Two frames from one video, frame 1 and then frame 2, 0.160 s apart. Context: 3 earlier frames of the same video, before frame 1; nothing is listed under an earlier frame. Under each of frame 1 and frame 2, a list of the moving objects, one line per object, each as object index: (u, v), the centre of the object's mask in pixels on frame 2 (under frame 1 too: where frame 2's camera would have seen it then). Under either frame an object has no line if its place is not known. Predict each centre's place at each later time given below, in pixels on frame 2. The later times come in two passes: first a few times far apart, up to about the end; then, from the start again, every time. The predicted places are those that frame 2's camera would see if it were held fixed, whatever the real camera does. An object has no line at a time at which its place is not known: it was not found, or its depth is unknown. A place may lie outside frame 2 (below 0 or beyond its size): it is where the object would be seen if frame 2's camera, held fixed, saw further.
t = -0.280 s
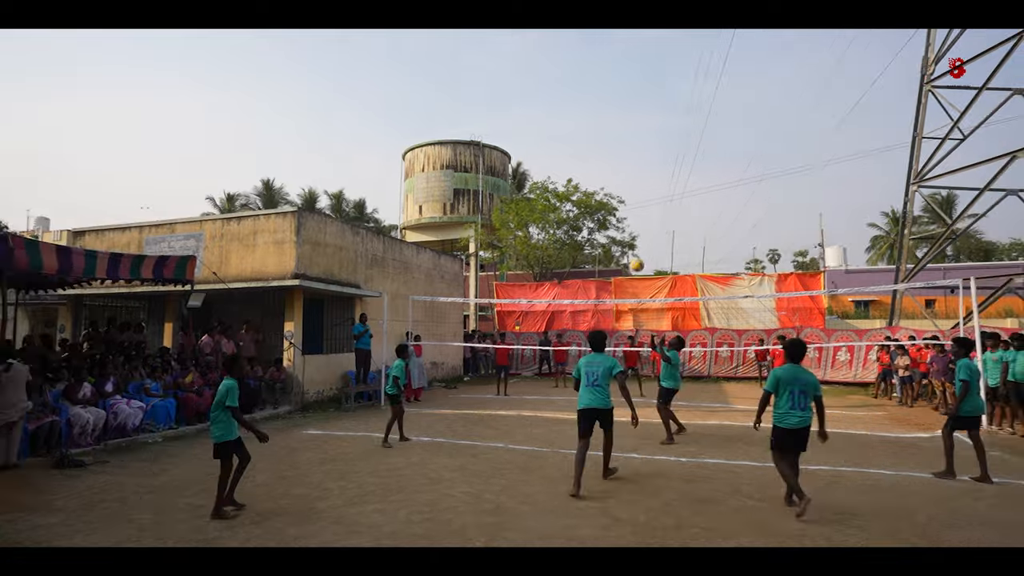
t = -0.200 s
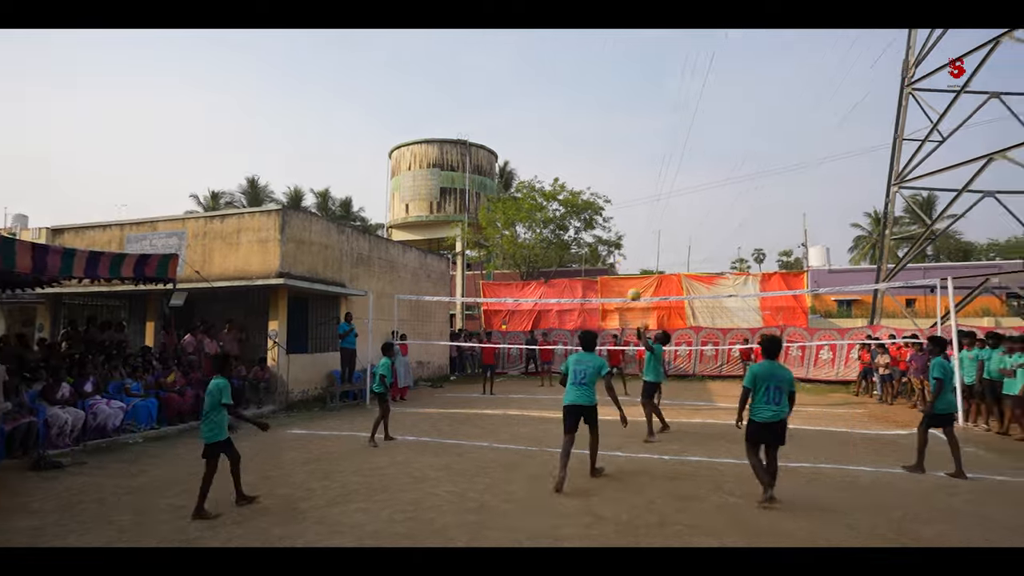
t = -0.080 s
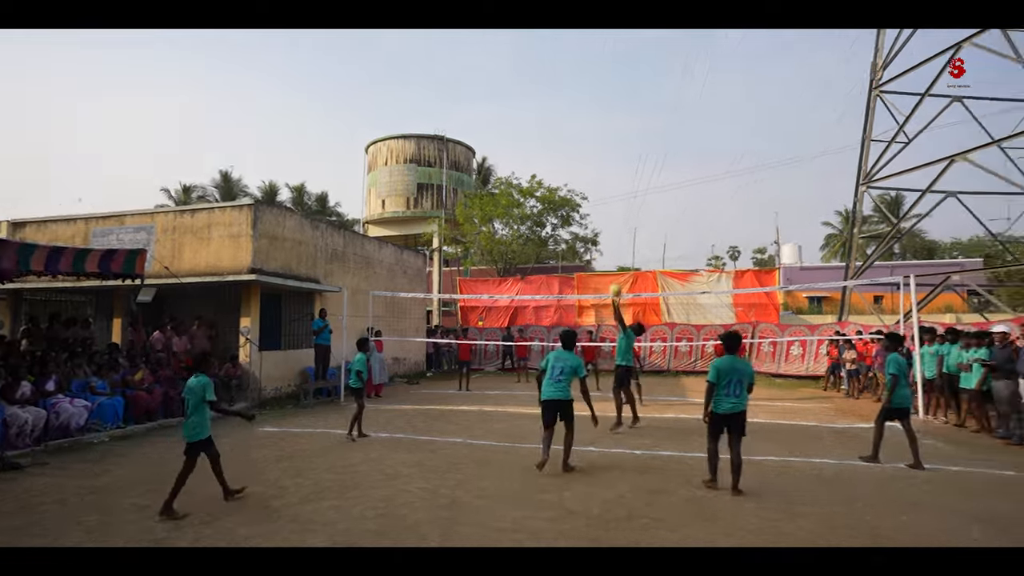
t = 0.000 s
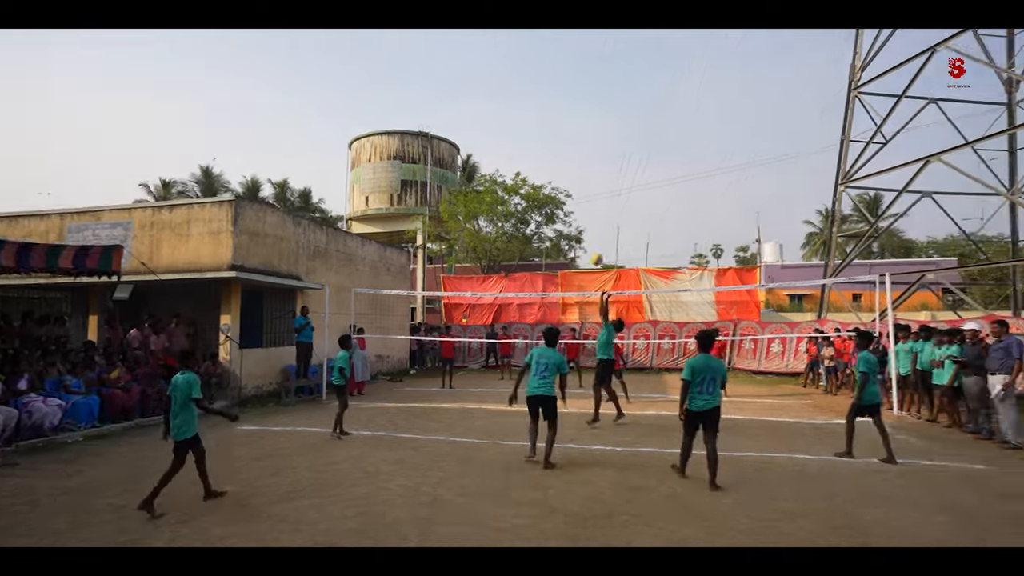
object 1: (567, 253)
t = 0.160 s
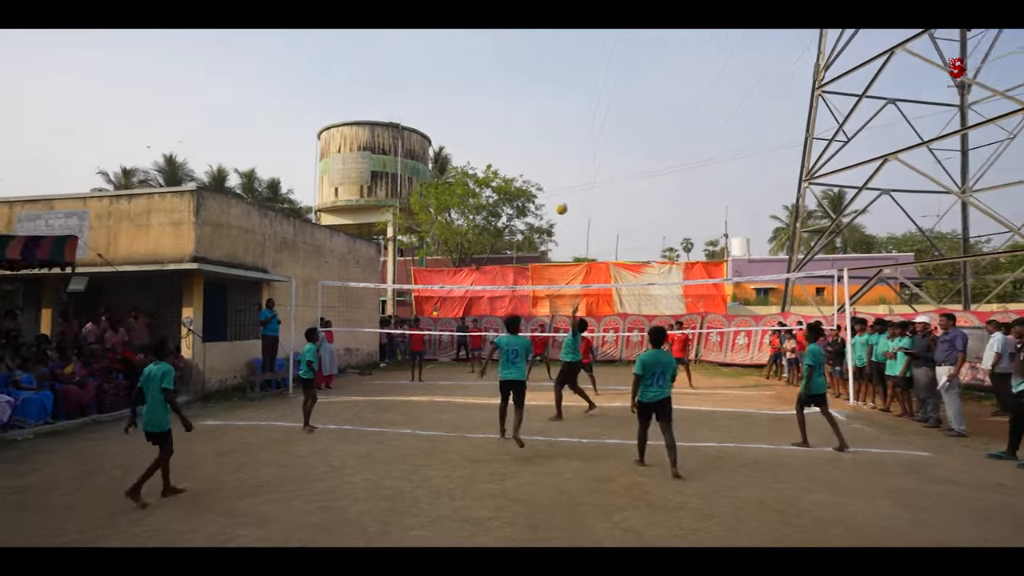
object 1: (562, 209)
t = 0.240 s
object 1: (558, 193)
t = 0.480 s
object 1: (550, 169)
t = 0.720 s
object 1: (542, 178)
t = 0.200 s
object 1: (560, 200)
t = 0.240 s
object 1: (558, 193)
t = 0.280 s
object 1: (557, 186)
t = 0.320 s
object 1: (556, 181)
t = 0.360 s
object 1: (554, 176)
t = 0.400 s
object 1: (553, 173)
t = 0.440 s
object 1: (552, 170)
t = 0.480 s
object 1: (550, 169)
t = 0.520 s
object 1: (549, 168)
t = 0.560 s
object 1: (548, 168)
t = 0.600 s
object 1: (547, 169)
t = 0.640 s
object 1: (545, 171)
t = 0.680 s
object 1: (543, 175)
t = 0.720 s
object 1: (542, 178)
